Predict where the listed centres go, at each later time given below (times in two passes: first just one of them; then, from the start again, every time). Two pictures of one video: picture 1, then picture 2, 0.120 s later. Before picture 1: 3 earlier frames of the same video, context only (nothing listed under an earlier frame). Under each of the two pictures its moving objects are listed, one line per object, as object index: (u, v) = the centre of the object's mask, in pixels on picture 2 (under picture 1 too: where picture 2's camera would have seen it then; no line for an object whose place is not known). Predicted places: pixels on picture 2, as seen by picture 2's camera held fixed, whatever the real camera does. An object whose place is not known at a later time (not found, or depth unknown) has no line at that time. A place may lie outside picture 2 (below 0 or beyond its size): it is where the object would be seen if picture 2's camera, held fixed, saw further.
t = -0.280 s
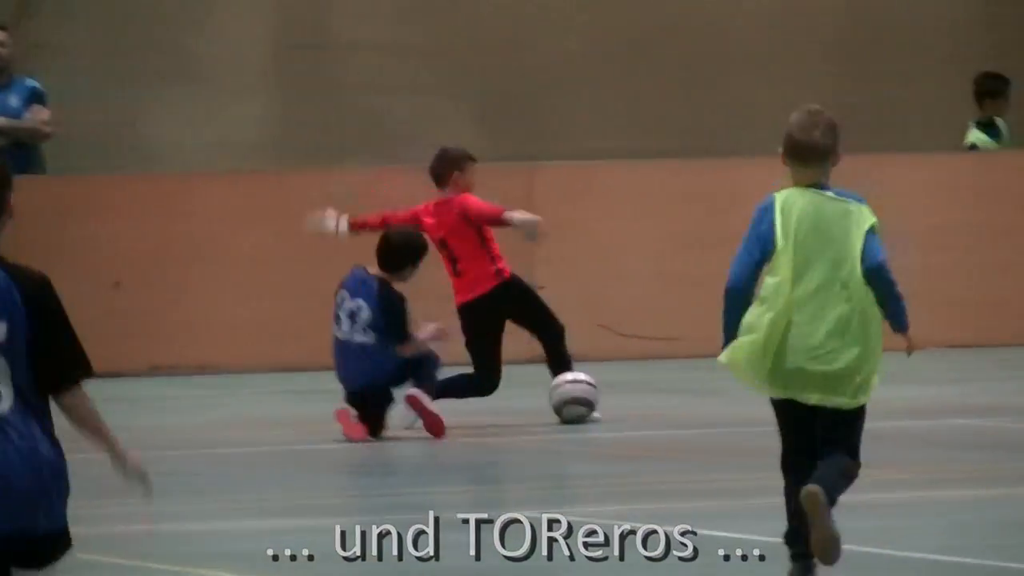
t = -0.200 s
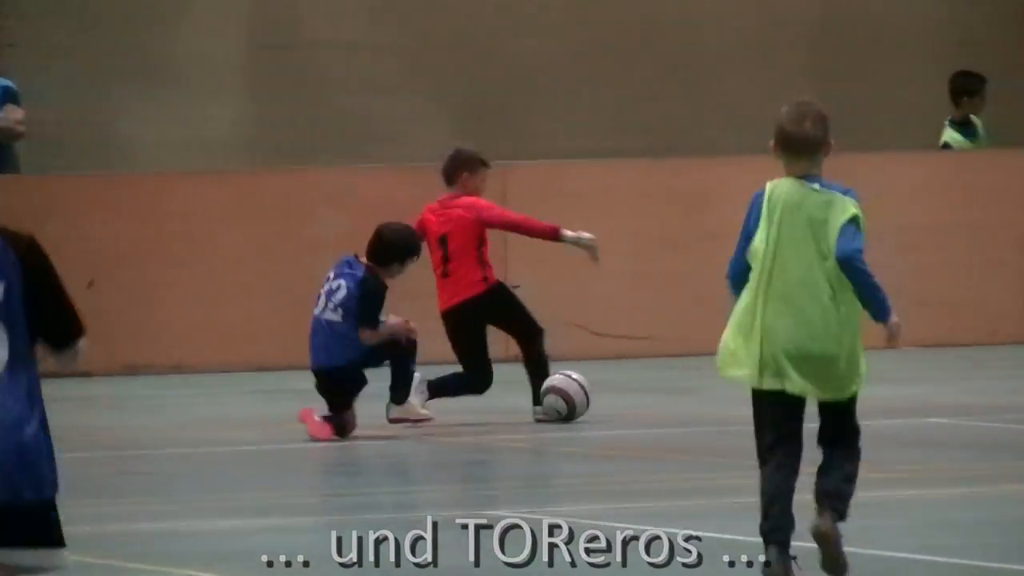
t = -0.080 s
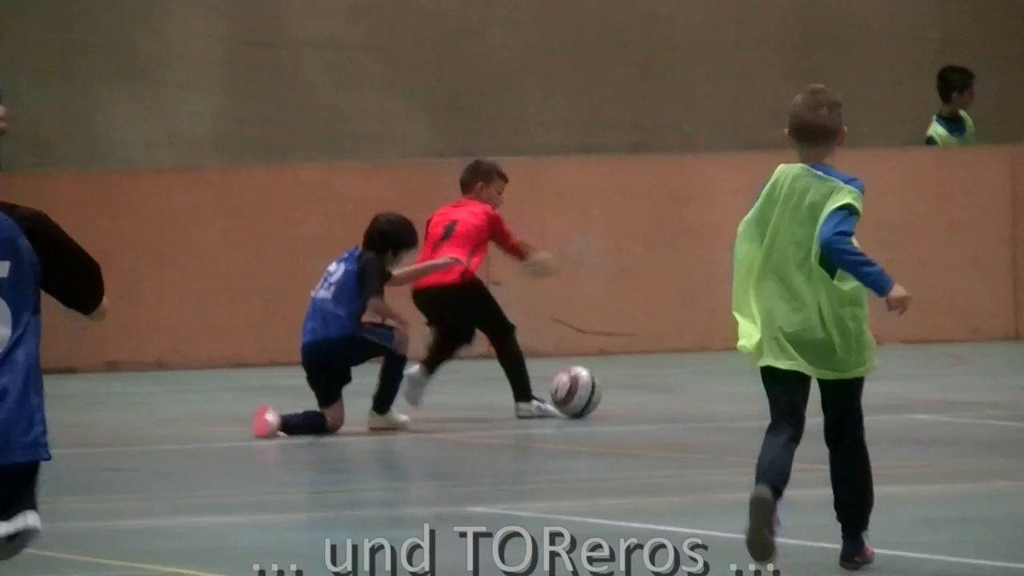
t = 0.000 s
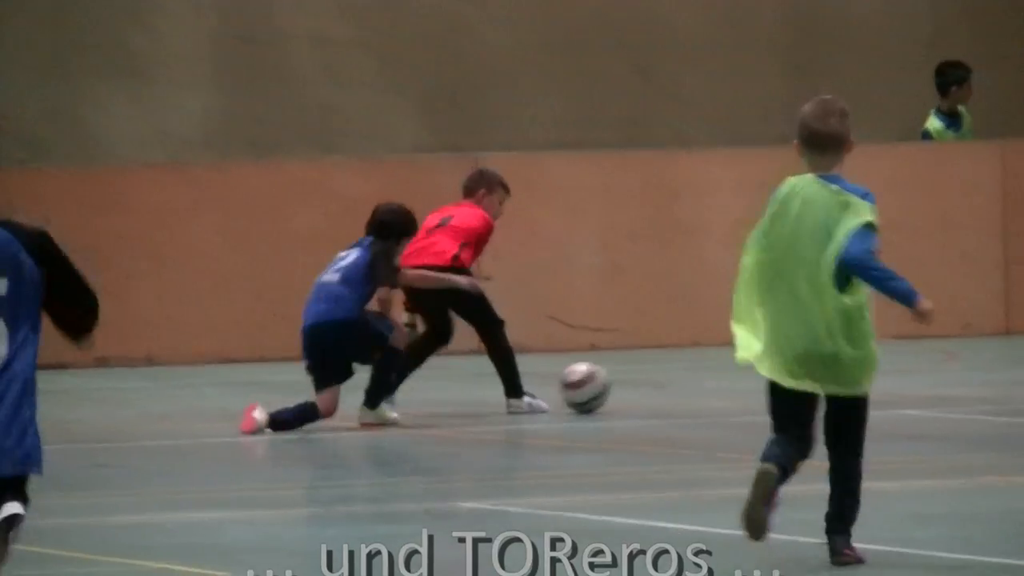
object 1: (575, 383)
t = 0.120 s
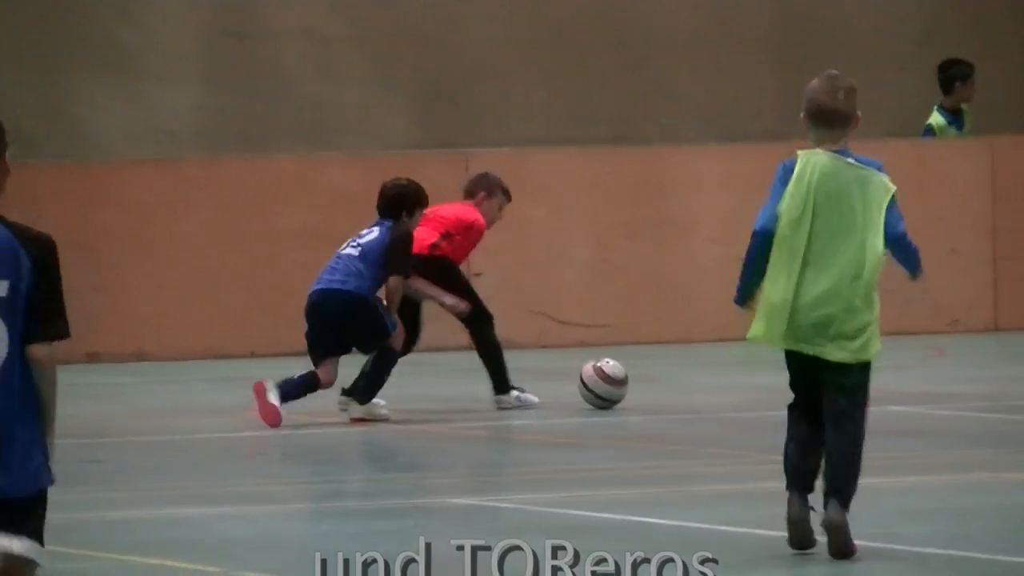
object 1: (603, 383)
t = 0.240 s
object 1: (617, 383)
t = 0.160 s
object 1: (609, 383)
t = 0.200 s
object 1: (614, 383)
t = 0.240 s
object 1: (617, 383)
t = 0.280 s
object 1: (629, 383)
